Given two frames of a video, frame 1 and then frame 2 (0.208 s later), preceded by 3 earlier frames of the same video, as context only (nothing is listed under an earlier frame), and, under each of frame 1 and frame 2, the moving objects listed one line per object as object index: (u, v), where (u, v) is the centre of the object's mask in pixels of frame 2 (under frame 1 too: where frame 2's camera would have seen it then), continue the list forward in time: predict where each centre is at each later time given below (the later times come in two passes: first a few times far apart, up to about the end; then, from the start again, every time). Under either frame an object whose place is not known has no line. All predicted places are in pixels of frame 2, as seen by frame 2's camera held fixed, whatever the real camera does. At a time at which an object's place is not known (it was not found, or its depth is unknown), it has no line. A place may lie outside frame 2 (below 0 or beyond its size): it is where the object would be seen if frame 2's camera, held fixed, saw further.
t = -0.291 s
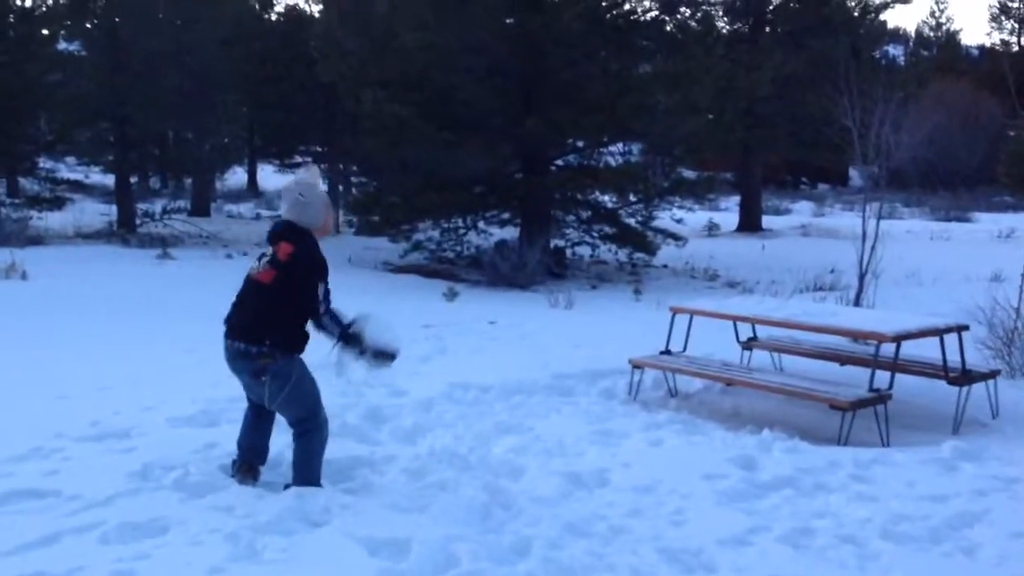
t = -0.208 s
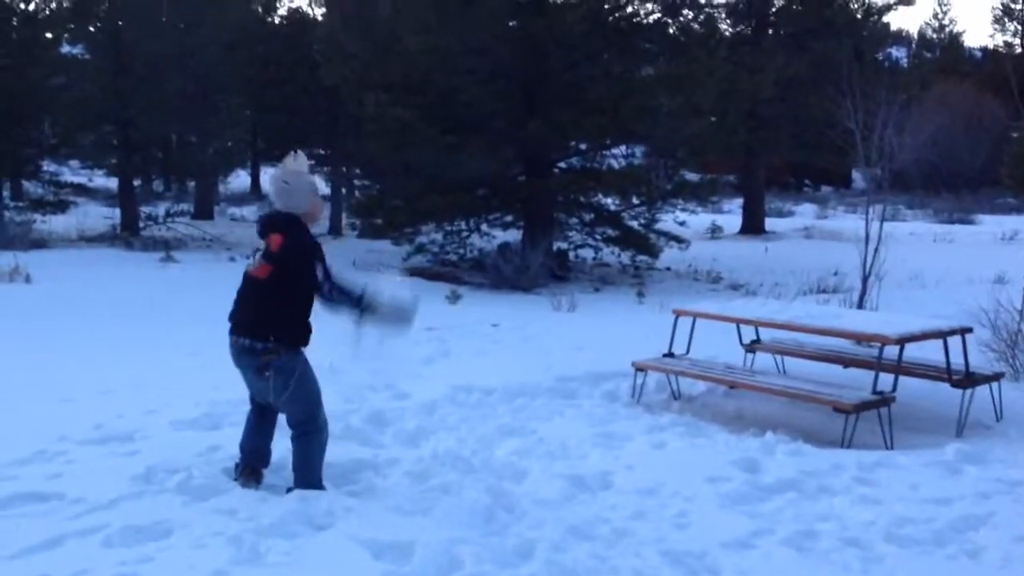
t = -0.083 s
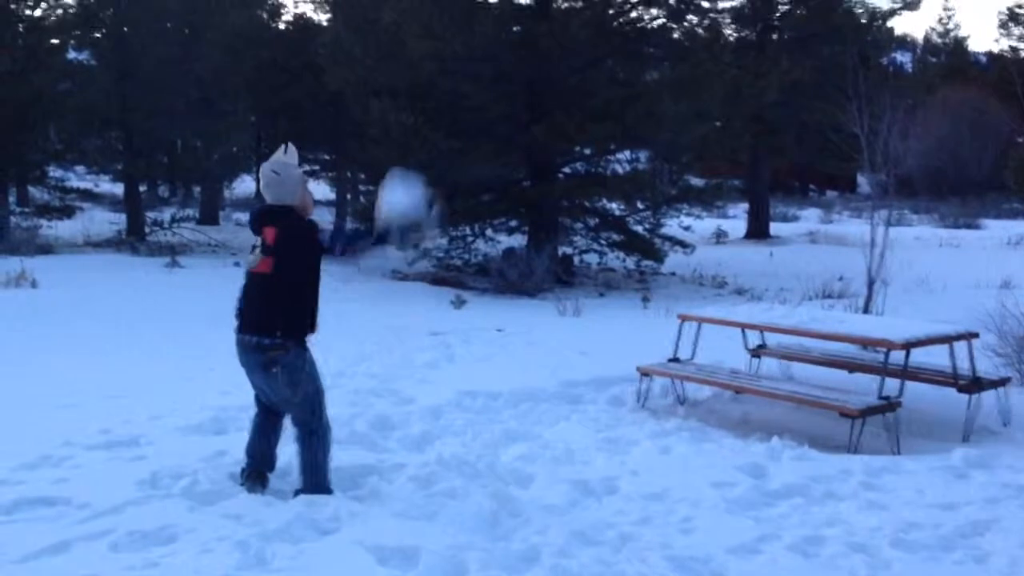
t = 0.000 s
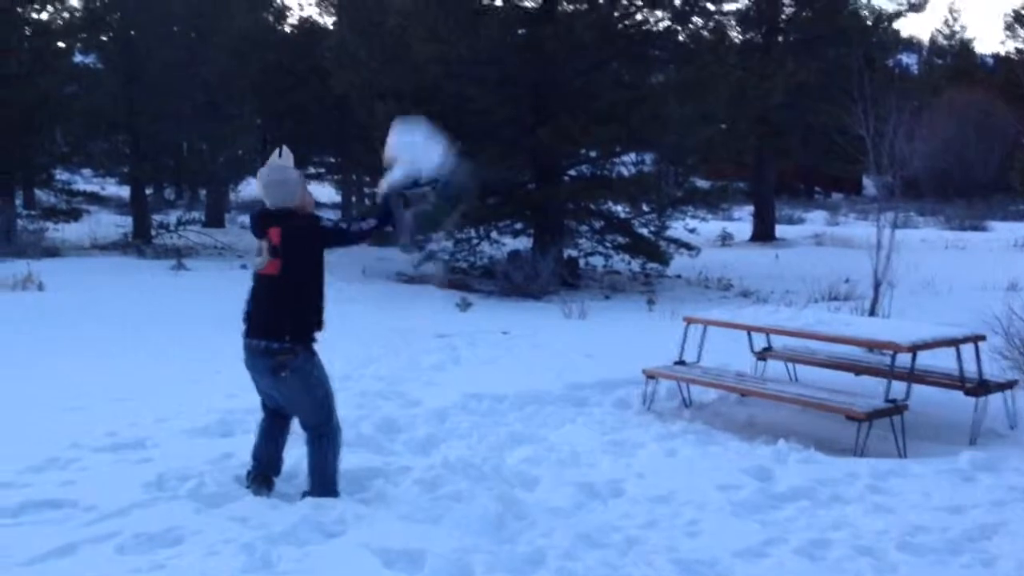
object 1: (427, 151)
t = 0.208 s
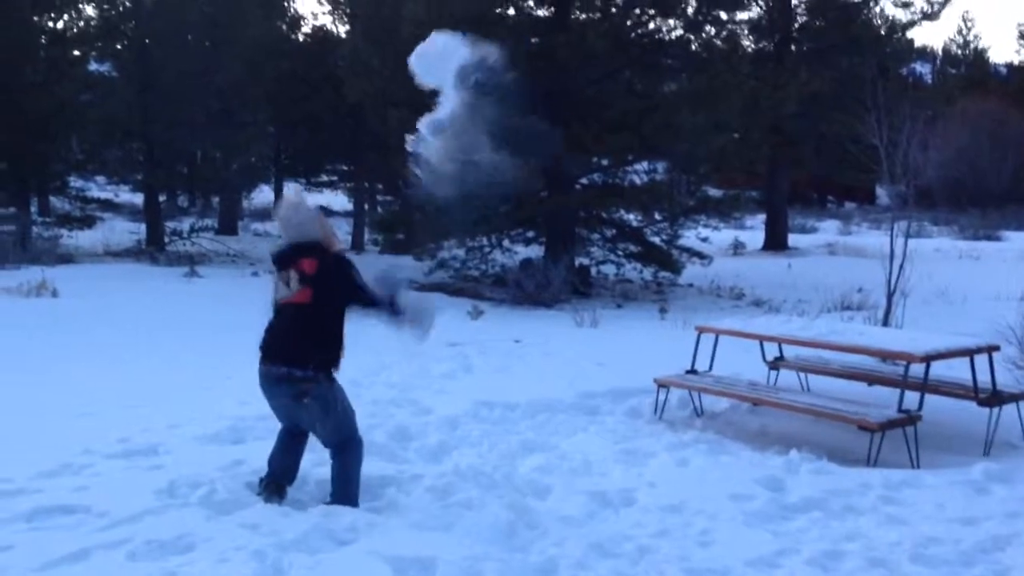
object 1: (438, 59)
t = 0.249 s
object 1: (441, 50)
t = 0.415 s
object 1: (453, 49)
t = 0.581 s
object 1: (466, 105)
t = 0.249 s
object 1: (441, 50)
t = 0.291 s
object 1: (445, 44)
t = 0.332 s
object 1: (445, 42)
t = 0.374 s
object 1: (449, 44)
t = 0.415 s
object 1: (453, 49)
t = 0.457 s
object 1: (456, 57)
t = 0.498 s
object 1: (460, 70)
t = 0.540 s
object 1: (463, 85)
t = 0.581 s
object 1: (466, 105)
